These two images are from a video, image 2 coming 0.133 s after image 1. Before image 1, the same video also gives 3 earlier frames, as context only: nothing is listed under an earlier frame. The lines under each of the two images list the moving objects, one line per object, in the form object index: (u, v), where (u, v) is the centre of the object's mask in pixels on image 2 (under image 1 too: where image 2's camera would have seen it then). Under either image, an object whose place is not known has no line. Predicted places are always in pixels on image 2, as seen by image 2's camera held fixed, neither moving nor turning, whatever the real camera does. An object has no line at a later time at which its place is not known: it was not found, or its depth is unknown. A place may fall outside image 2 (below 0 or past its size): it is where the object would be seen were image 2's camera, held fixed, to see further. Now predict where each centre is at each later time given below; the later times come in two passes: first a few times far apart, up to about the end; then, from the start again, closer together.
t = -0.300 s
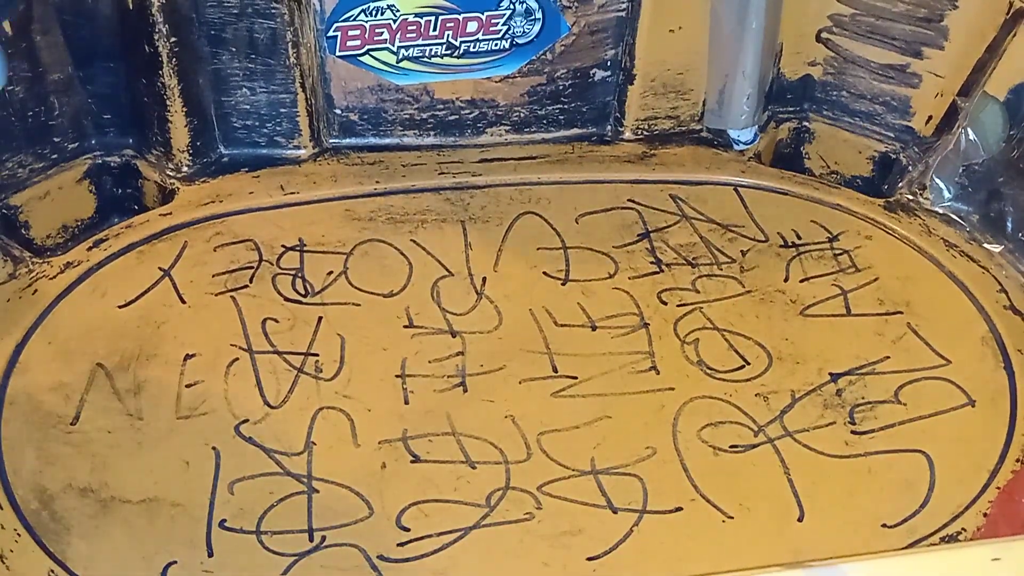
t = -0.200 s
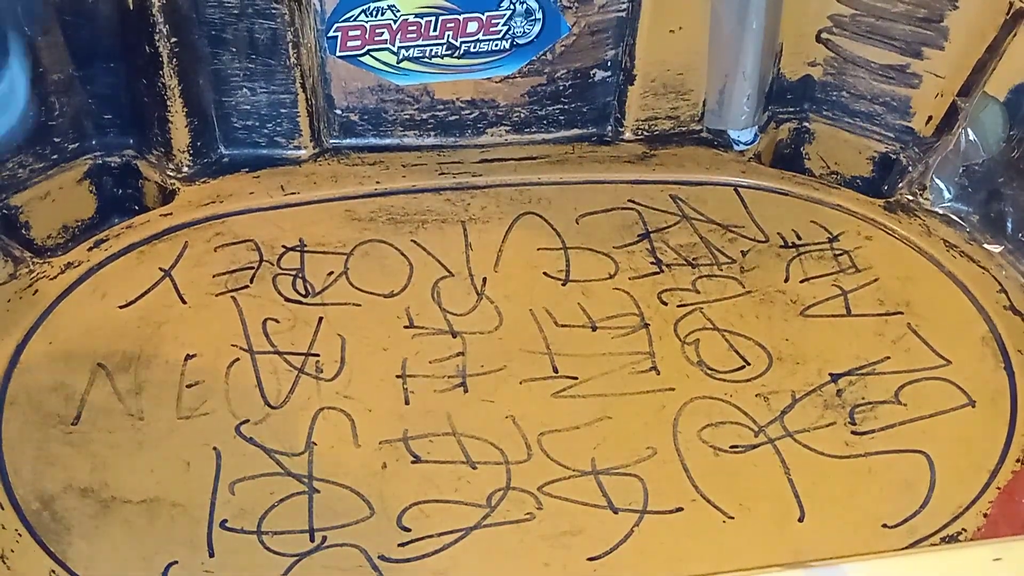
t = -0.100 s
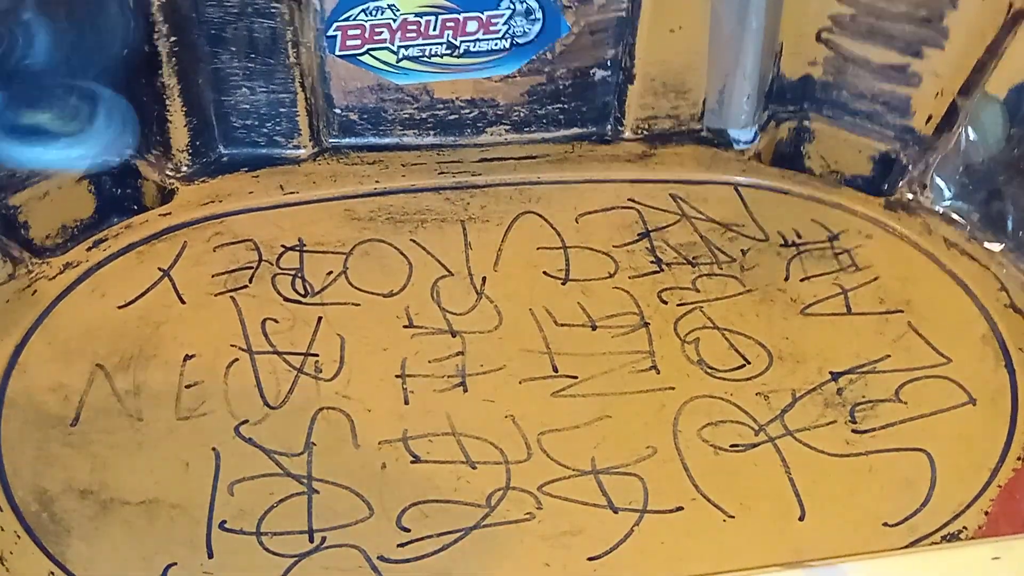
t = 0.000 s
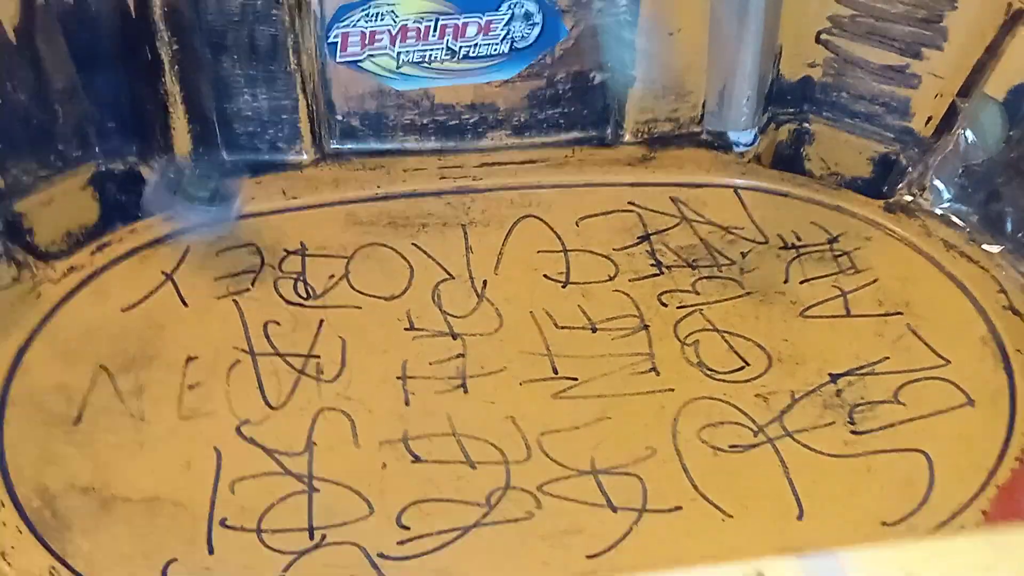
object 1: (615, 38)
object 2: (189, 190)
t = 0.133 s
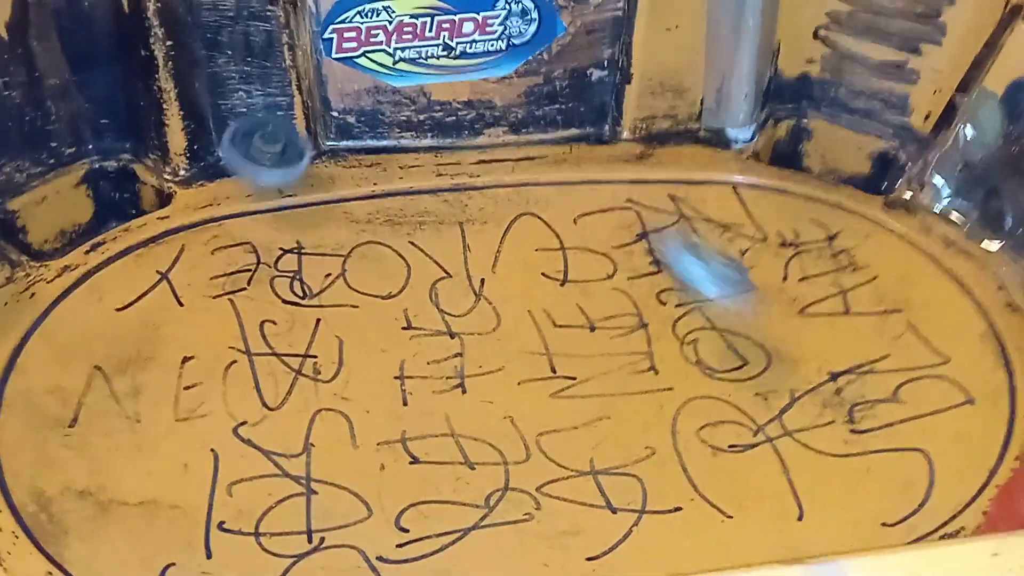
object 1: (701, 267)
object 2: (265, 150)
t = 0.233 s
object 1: (779, 452)
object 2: (278, 174)
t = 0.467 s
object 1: (581, 548)
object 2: (286, 239)
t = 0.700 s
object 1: (364, 447)
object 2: (474, 301)
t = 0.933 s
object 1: (490, 412)
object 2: (605, 253)
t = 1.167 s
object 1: (616, 411)
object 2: (566, 215)
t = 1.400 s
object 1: (655, 400)
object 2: (536, 305)
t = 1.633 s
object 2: (481, 260)
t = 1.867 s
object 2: (402, 355)
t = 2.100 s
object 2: (414, 422)
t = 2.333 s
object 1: (766, 401)
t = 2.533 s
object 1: (716, 372)
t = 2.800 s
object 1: (618, 315)
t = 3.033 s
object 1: (554, 244)
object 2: (417, 292)
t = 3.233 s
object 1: (530, 226)
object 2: (310, 295)
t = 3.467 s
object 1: (488, 246)
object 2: (267, 320)
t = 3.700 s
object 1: (389, 283)
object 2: (319, 368)
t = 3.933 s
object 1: (266, 288)
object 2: (474, 400)
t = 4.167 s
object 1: (130, 337)
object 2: (575, 311)
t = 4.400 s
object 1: (69, 360)
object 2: (516, 231)
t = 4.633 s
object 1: (108, 383)
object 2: (389, 261)
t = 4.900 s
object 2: (468, 410)
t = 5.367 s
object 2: (676, 310)
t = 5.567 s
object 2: (556, 276)
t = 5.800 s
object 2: (414, 338)
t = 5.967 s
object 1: (635, 334)
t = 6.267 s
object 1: (624, 307)
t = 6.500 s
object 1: (579, 299)
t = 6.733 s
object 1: (537, 233)
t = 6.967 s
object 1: (506, 242)
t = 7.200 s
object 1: (437, 284)
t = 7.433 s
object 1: (316, 295)
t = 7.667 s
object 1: (220, 329)
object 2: (298, 398)
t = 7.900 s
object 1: (110, 334)
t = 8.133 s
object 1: (101, 338)
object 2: (514, 396)
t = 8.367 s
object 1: (150, 368)
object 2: (544, 298)
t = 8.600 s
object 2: (444, 240)
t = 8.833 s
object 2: (364, 296)
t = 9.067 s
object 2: (393, 357)
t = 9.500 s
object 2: (452, 311)
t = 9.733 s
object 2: (428, 273)
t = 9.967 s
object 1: (626, 288)
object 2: (425, 311)
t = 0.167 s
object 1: (733, 321)
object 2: (270, 149)
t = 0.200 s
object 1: (754, 409)
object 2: (274, 168)
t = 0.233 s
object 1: (779, 452)
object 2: (278, 174)
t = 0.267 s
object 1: (796, 506)
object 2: (278, 180)
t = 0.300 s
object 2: (278, 197)
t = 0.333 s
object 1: (777, 543)
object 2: (272, 203)
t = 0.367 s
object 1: (738, 557)
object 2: (266, 215)
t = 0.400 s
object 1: (685, 557)
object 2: (265, 223)
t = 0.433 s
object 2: (272, 231)
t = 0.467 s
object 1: (581, 548)
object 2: (286, 239)
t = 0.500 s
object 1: (536, 538)
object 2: (309, 247)
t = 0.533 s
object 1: (491, 532)
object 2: (335, 254)
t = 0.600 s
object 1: (416, 495)
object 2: (390, 278)
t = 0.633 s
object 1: (390, 478)
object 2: (423, 292)
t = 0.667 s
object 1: (373, 462)
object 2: (448, 299)
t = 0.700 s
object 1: (364, 447)
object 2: (474, 301)
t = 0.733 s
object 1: (364, 435)
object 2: (501, 299)
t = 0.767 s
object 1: (374, 427)
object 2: (525, 296)
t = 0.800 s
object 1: (392, 422)
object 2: (547, 290)
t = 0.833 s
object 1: (416, 418)
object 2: (566, 282)
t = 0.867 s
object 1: (442, 416)
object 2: (583, 272)
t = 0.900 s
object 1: (465, 414)
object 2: (595, 263)
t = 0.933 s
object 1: (490, 412)
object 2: (605, 253)
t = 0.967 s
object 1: (512, 412)
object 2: (609, 243)
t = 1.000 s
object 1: (534, 412)
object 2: (613, 234)
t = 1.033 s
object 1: (555, 412)
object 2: (611, 225)
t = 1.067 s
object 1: (573, 412)
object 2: (603, 218)
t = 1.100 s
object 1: (590, 411)
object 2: (593, 214)
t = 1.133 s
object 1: (604, 411)
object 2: (579, 212)
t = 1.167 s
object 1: (616, 411)
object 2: (566, 215)
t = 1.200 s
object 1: (626, 410)
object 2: (552, 221)
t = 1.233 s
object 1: (634, 410)
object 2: (540, 230)
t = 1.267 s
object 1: (641, 409)
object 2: (531, 242)
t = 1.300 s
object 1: (646, 407)
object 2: (527, 255)
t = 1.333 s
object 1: (650, 405)
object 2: (525, 272)
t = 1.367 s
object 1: (653, 403)
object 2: (529, 289)
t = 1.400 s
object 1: (655, 400)
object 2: (536, 305)
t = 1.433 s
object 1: (656, 397)
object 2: (549, 321)
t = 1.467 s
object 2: (567, 337)
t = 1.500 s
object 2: (566, 332)
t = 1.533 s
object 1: (741, 452)
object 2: (541, 303)
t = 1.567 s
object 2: (520, 280)
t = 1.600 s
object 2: (500, 267)
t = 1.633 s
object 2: (481, 260)
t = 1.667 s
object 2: (461, 260)
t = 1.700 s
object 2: (441, 268)
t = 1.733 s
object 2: (423, 277)
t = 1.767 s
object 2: (409, 293)
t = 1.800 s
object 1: (753, 516)
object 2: (400, 313)
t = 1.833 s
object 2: (399, 333)
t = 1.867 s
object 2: (402, 355)
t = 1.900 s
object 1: (686, 497)
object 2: (408, 381)
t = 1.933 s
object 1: (665, 489)
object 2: (419, 401)
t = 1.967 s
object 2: (436, 419)
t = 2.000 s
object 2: (460, 434)
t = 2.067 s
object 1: (653, 449)
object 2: (458, 436)
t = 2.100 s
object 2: (414, 422)
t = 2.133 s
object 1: (738, 434)
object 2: (378, 412)
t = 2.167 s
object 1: (760, 425)
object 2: (349, 406)
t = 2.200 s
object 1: (770, 417)
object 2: (323, 404)
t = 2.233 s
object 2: (302, 410)
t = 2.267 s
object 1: (774, 408)
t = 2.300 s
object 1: (771, 405)
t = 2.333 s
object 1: (766, 401)
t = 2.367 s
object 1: (761, 398)
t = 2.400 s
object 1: (753, 394)
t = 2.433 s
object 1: (745, 390)
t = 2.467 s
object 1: (736, 385)
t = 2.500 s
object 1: (727, 379)
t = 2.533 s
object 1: (716, 372)
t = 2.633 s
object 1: (679, 353)
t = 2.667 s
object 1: (667, 347)
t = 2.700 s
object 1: (654, 340)
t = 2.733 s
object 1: (642, 333)
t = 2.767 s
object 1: (630, 324)
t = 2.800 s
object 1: (618, 315)
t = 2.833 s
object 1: (606, 304)
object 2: (497, 377)
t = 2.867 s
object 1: (595, 293)
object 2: (486, 360)
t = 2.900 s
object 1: (584, 282)
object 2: (476, 343)
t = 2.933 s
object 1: (575, 271)
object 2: (466, 327)
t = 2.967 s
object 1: (567, 261)
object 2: (452, 313)
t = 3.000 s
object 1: (560, 252)
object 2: (436, 301)
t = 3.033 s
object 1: (554, 244)
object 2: (417, 292)
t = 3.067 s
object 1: (548, 238)
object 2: (396, 284)
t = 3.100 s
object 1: (544, 233)
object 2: (375, 281)
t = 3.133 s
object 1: (540, 230)
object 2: (356, 283)
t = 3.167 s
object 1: (537, 227)
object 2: (339, 288)
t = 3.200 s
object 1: (534, 226)
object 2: (324, 291)
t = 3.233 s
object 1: (530, 226)
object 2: (310, 295)
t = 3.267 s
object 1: (526, 226)
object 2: (297, 298)
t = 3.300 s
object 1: (521, 227)
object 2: (286, 301)
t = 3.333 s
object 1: (516, 230)
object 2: (278, 305)
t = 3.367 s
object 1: (510, 233)
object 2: (272, 308)
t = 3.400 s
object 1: (504, 237)
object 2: (268, 311)
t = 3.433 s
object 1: (497, 241)
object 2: (267, 316)
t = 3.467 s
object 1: (488, 246)
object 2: (267, 320)
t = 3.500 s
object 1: (479, 251)
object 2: (268, 324)
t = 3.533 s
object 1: (468, 256)
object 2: (271, 330)
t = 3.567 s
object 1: (456, 262)
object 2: (277, 336)
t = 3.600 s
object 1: (442, 269)
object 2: (285, 343)
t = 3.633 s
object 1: (427, 275)
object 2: (294, 350)
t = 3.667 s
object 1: (408, 281)
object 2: (306, 359)
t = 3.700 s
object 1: (389, 283)
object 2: (319, 368)
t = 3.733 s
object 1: (371, 284)
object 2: (334, 380)
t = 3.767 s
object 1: (354, 284)
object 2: (351, 392)
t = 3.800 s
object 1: (338, 282)
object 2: (370, 401)
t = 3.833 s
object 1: (320, 280)
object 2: (393, 407)
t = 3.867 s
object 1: (303, 280)
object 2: (420, 409)
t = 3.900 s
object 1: (284, 283)
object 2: (446, 408)
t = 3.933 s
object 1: (266, 288)
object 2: (474, 400)
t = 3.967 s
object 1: (247, 293)
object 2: (494, 391)
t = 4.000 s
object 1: (229, 299)
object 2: (512, 377)
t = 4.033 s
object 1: (208, 305)
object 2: (529, 363)
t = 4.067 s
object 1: (189, 313)
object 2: (543, 351)
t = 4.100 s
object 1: (168, 322)
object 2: (557, 337)
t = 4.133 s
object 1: (148, 331)
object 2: (570, 324)
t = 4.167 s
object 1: (130, 337)
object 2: (575, 311)
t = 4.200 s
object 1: (112, 343)
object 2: (578, 297)
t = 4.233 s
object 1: (96, 347)
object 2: (577, 283)
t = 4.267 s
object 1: (86, 351)
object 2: (570, 269)
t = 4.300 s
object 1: (79, 354)
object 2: (561, 258)
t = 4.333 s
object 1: (75, 356)
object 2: (547, 246)
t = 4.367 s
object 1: (71, 358)
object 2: (534, 238)
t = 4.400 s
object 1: (69, 360)
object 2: (516, 231)
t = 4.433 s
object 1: (70, 362)
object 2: (498, 227)
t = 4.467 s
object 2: (479, 224)
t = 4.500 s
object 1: (77, 366)
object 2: (458, 227)
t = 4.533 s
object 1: (83, 370)
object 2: (438, 231)
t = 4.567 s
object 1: (91, 374)
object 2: (420, 236)
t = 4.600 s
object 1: (99, 378)
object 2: (402, 246)
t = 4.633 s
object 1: (108, 383)
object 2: (389, 261)
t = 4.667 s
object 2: (385, 276)
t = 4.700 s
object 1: (128, 396)
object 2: (384, 297)
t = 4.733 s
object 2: (391, 318)
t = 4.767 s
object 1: (153, 409)
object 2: (399, 339)
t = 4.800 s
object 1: (169, 415)
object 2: (410, 360)
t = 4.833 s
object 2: (424, 381)
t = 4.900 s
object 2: (468, 410)
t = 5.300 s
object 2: (691, 339)
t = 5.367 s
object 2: (676, 310)
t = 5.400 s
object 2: (663, 298)
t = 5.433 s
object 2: (647, 289)
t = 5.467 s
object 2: (626, 281)
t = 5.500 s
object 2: (603, 277)
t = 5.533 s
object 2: (579, 276)
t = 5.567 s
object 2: (556, 276)
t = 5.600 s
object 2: (531, 279)
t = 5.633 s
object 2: (508, 284)
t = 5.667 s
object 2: (485, 292)
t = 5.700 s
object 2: (464, 301)
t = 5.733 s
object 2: (445, 310)
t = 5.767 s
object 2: (427, 323)
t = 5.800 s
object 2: (414, 338)
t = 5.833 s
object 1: (613, 366)
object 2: (402, 355)
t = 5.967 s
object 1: (635, 334)
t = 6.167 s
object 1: (638, 314)
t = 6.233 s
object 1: (629, 309)
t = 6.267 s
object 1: (624, 307)
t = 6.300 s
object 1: (619, 306)
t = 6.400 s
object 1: (600, 302)
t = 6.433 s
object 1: (593, 301)
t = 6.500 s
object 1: (579, 299)
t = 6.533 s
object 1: (572, 295)
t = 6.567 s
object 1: (567, 276)
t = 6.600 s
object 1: (560, 260)
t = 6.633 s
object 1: (553, 247)
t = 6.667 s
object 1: (546, 240)
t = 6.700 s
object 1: (541, 235)
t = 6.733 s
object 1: (537, 233)
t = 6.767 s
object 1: (534, 231)
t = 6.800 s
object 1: (530, 230)
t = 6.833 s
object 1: (526, 230)
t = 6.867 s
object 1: (522, 232)
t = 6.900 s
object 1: (517, 234)
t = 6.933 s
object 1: (512, 237)
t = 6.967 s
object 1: (506, 242)
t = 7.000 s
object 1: (500, 246)
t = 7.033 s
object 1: (493, 252)
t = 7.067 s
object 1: (485, 257)
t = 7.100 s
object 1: (476, 263)
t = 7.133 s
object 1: (465, 271)
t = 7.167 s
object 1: (452, 277)
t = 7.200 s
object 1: (437, 284)
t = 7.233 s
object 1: (420, 290)
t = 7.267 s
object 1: (400, 295)
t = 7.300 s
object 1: (379, 297)
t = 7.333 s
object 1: (361, 298)
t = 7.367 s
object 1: (345, 297)
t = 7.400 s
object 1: (330, 296)
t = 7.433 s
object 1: (316, 295)
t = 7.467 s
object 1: (302, 297)
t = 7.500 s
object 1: (287, 299)
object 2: (369, 396)
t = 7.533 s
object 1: (273, 302)
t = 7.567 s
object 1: (259, 307)
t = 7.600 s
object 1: (245, 314)
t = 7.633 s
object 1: (232, 321)
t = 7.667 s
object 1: (220, 329)
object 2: (298, 398)
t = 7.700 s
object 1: (207, 337)
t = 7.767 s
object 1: (167, 336)
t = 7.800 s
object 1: (144, 333)
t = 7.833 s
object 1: (130, 333)
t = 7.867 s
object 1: (120, 333)
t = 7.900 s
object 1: (110, 334)
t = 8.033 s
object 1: (93, 335)
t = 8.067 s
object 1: (94, 335)
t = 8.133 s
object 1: (101, 338)
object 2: (514, 396)
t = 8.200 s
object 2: (528, 365)
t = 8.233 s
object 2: (535, 351)
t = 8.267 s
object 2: (541, 338)
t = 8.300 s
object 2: (547, 323)
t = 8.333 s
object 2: (548, 311)
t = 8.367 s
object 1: (150, 368)
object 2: (544, 298)
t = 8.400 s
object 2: (535, 285)
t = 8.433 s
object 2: (525, 273)
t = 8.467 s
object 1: (190, 389)
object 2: (512, 264)
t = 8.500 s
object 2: (497, 254)
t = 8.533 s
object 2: (480, 247)
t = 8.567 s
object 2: (463, 243)
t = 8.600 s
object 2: (444, 240)
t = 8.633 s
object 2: (426, 239)
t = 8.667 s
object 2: (408, 240)
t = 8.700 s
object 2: (390, 245)
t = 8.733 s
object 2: (376, 253)
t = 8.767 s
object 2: (369, 264)
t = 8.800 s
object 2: (366, 278)
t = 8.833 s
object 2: (364, 296)
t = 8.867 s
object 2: (368, 313)
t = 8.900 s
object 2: (374, 333)
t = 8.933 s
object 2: (383, 350)
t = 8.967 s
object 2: (394, 366)
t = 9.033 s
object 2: (402, 374)
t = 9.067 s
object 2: (393, 357)
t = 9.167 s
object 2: (392, 351)
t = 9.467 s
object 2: (450, 320)
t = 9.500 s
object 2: (452, 311)
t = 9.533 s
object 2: (454, 304)
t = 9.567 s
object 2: (454, 297)
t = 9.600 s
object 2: (451, 289)
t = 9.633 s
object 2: (447, 282)
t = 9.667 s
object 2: (442, 278)
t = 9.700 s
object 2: (435, 275)
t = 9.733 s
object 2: (428, 273)
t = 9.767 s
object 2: (423, 273)
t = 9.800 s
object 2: (416, 276)
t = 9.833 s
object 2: (413, 280)
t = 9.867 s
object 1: (620, 327)
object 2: (412, 287)
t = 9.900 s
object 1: (623, 313)
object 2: (414, 294)
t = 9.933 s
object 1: (624, 300)
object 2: (418, 302)
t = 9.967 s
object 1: (626, 288)
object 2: (425, 311)
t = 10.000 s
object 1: (627, 276)
